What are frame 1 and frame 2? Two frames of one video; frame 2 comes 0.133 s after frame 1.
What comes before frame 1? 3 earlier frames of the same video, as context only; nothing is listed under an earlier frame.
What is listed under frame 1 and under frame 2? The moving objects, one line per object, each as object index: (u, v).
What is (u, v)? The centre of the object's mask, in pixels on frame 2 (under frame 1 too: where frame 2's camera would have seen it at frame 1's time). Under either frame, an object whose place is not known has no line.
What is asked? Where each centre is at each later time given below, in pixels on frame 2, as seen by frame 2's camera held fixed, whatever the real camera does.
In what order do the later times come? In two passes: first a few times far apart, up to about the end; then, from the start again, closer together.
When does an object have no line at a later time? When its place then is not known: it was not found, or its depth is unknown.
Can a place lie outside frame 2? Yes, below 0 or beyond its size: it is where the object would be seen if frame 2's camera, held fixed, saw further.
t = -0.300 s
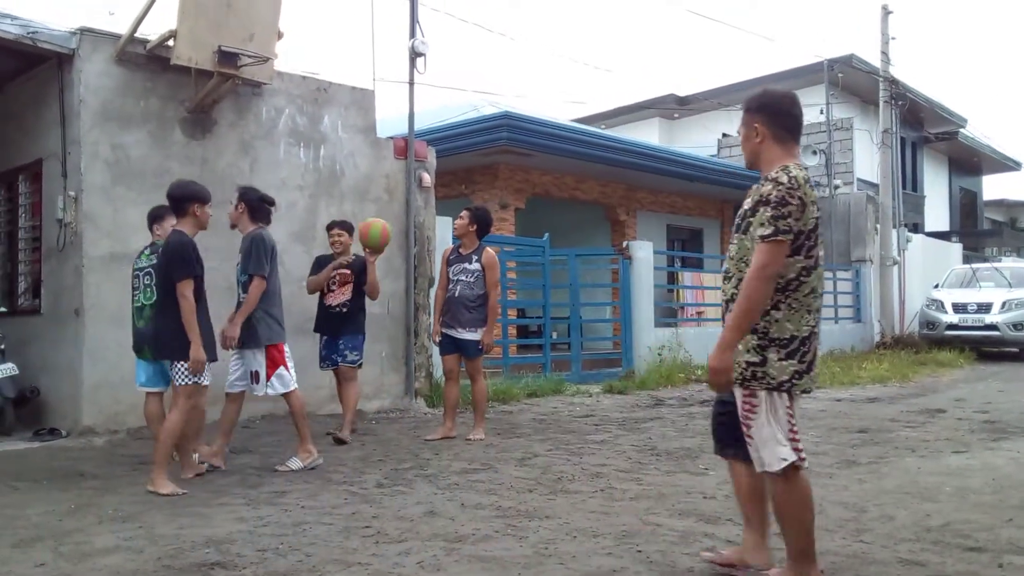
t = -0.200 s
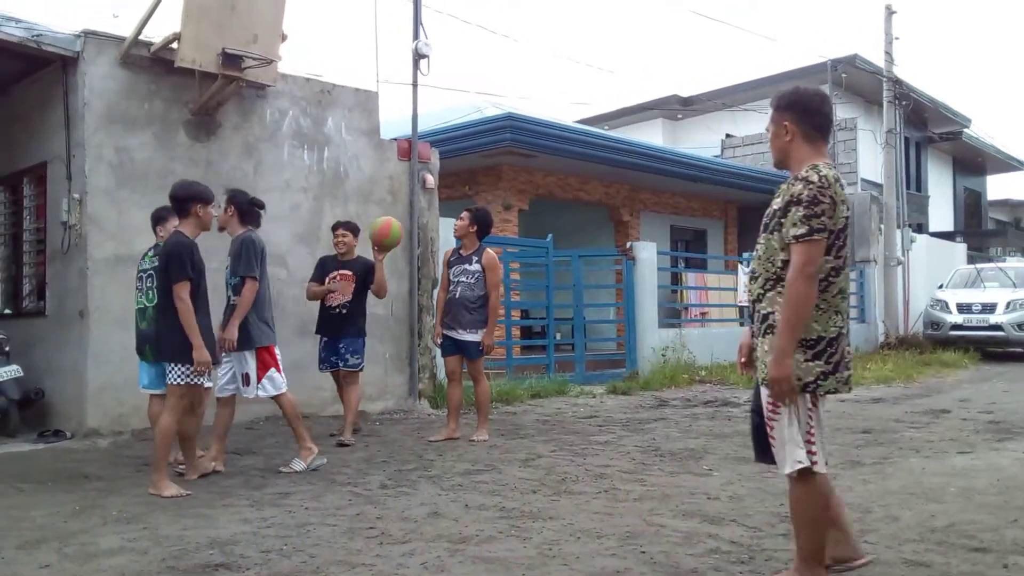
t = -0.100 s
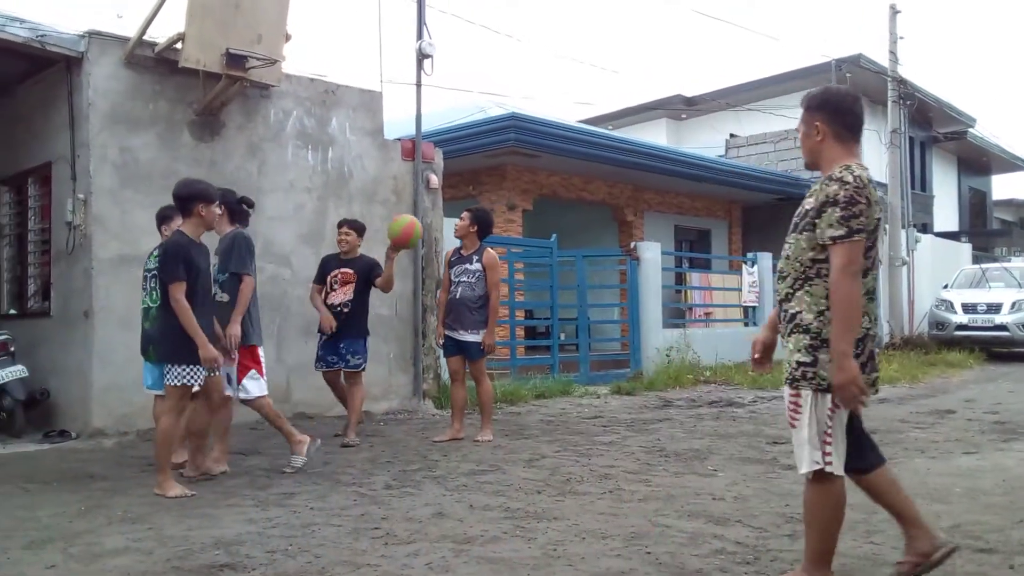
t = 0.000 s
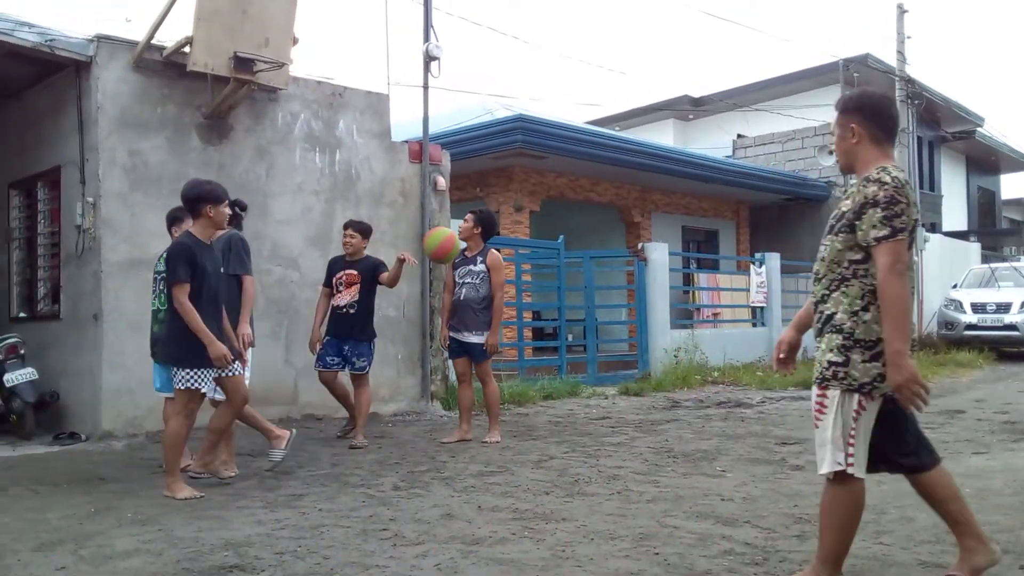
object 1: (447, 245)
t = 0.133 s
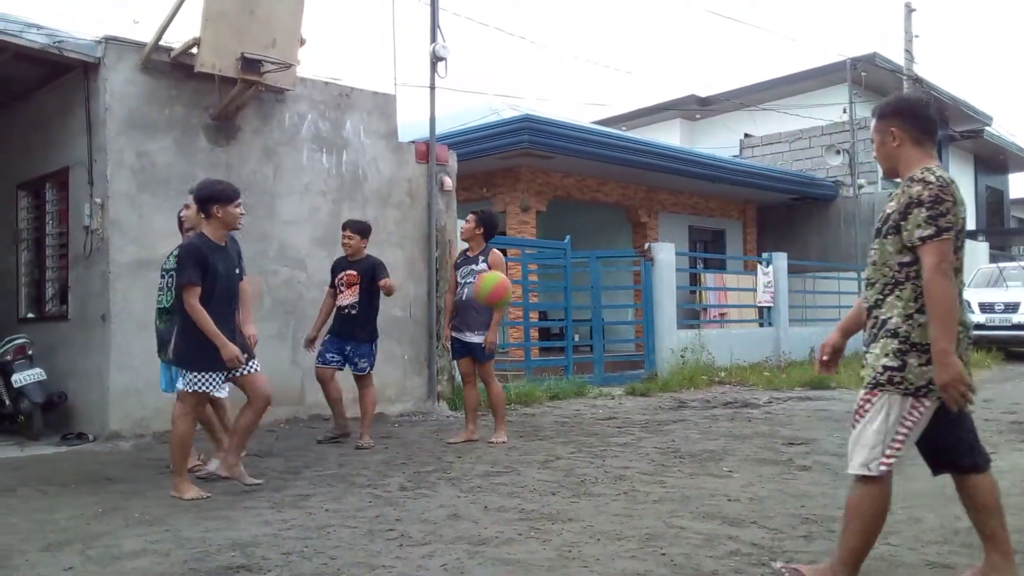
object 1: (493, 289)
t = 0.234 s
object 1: (531, 350)
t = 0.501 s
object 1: (612, 374)
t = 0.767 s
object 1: (663, 257)
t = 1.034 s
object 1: (729, 279)
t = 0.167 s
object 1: (504, 307)
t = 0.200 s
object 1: (517, 327)
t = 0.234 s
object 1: (531, 350)
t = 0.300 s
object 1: (560, 405)
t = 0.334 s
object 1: (575, 439)
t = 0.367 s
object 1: (591, 474)
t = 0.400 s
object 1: (595, 447)
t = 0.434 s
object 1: (601, 421)
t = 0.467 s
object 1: (606, 397)
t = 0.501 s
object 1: (612, 374)
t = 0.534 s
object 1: (618, 353)
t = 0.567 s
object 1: (625, 334)
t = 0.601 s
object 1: (630, 317)
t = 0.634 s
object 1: (636, 301)
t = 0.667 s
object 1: (642, 288)
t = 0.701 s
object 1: (649, 276)
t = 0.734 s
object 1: (656, 265)
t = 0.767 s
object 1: (663, 257)
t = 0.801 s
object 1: (670, 250)
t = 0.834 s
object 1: (678, 246)
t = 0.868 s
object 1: (686, 245)
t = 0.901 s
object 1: (695, 246)
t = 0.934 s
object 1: (703, 250)
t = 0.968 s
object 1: (712, 257)
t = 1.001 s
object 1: (721, 267)
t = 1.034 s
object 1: (729, 279)
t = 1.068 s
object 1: (739, 295)
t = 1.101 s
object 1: (750, 315)
